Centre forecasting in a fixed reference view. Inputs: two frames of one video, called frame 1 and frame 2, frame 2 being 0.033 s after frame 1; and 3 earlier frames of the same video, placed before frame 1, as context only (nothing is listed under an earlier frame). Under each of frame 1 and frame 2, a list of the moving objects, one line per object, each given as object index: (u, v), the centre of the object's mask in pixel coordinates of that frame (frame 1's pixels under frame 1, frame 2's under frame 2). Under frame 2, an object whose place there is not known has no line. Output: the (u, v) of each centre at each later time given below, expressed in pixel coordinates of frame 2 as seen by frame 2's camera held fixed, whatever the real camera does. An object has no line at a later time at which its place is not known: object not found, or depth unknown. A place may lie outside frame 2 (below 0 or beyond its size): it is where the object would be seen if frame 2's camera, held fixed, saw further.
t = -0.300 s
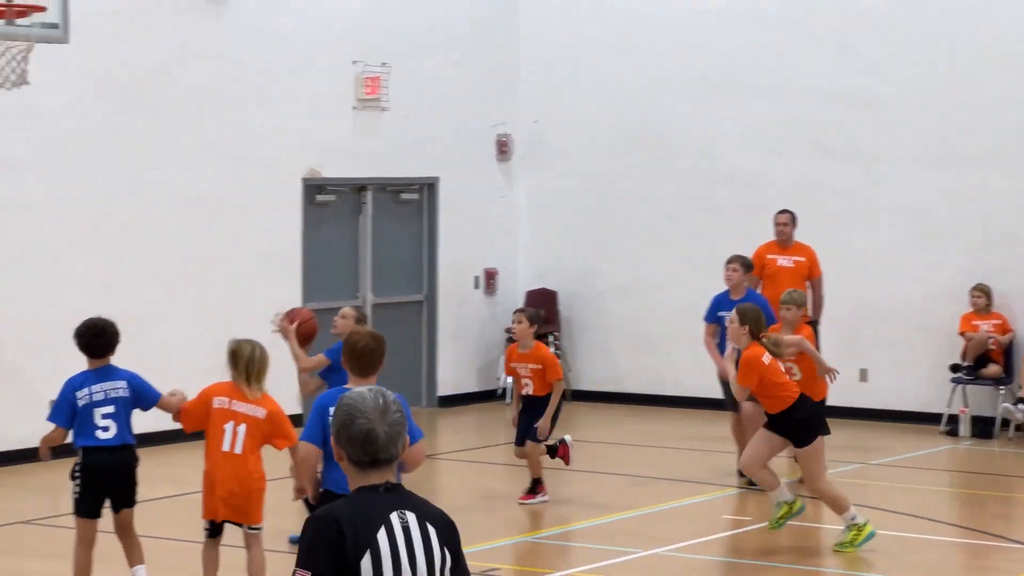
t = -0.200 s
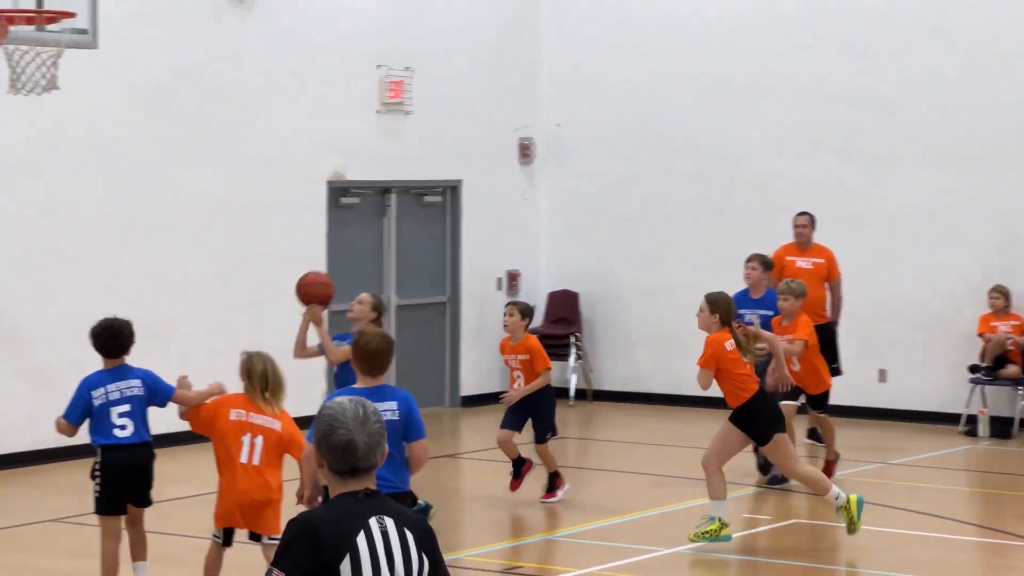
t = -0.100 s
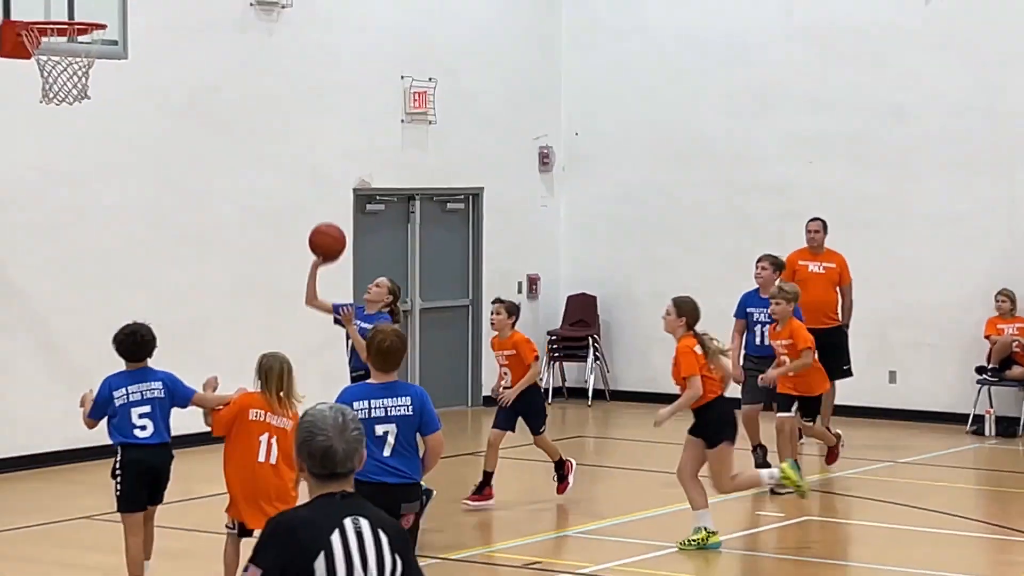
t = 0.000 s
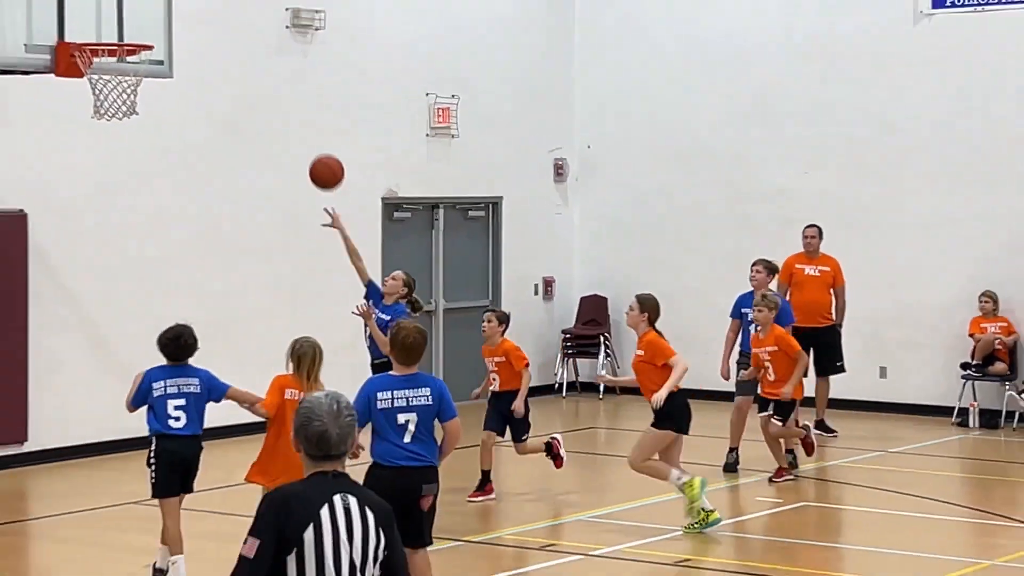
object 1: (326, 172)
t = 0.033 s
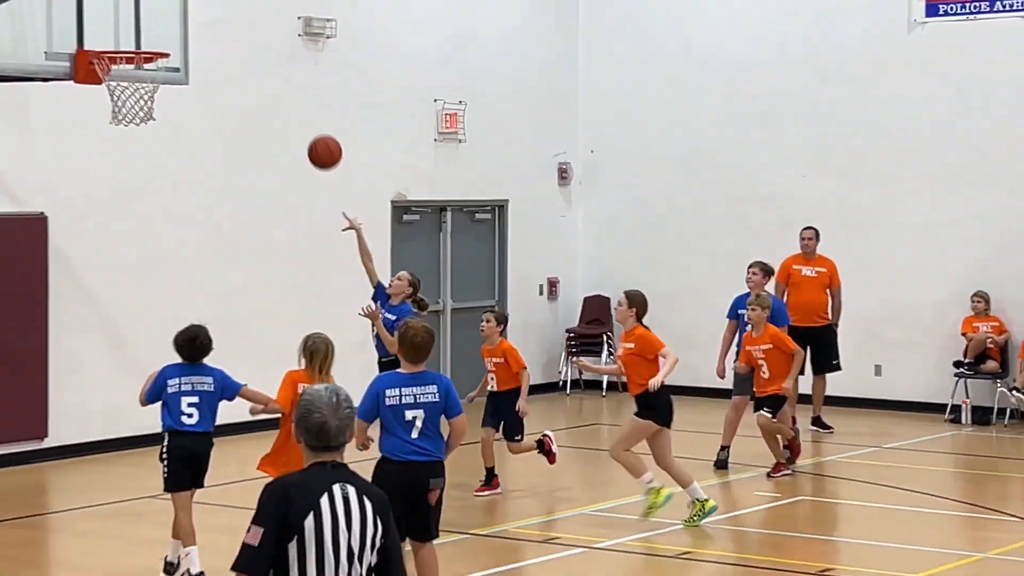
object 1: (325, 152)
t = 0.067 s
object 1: (310, 130)
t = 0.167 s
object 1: (266, 66)
